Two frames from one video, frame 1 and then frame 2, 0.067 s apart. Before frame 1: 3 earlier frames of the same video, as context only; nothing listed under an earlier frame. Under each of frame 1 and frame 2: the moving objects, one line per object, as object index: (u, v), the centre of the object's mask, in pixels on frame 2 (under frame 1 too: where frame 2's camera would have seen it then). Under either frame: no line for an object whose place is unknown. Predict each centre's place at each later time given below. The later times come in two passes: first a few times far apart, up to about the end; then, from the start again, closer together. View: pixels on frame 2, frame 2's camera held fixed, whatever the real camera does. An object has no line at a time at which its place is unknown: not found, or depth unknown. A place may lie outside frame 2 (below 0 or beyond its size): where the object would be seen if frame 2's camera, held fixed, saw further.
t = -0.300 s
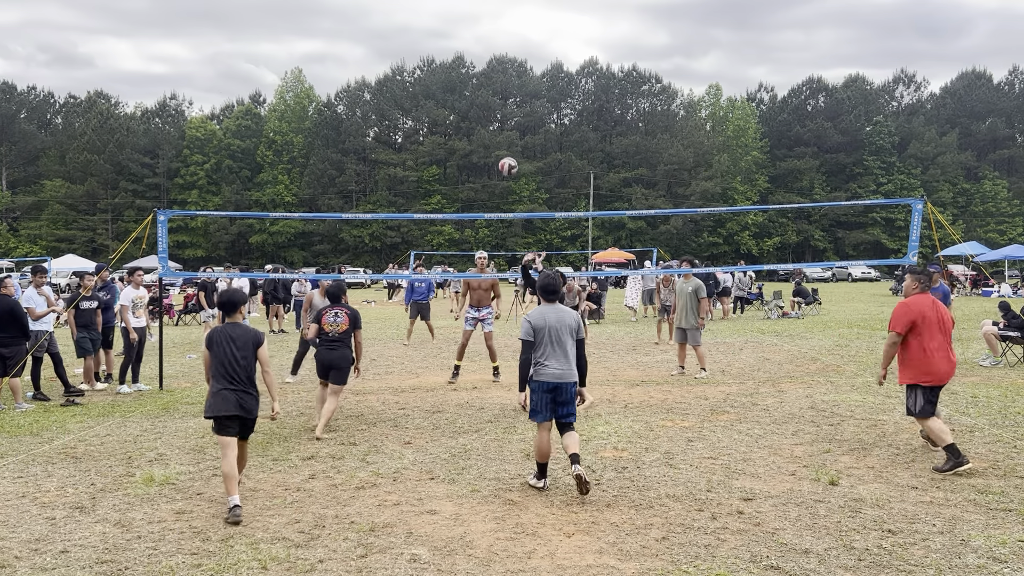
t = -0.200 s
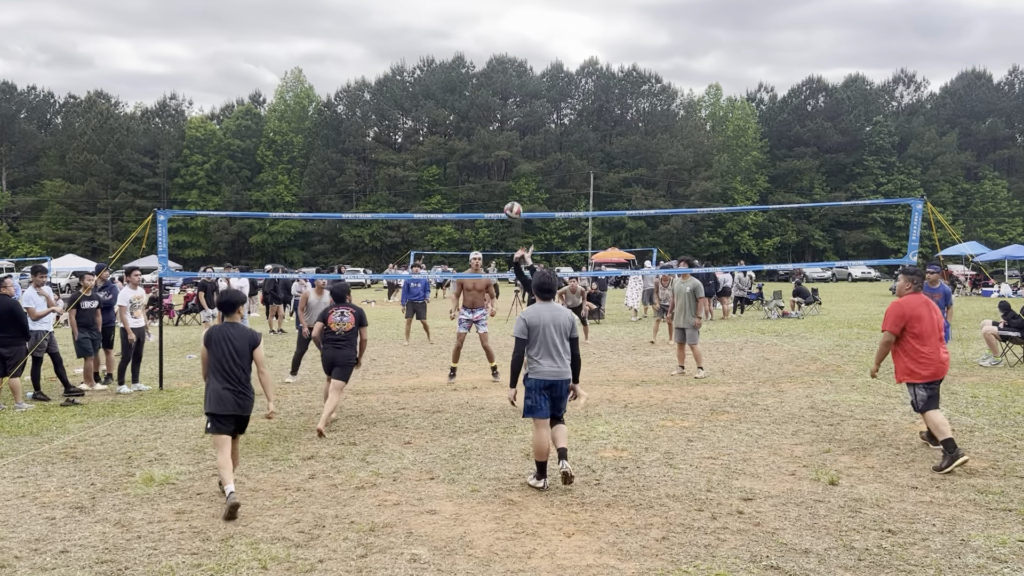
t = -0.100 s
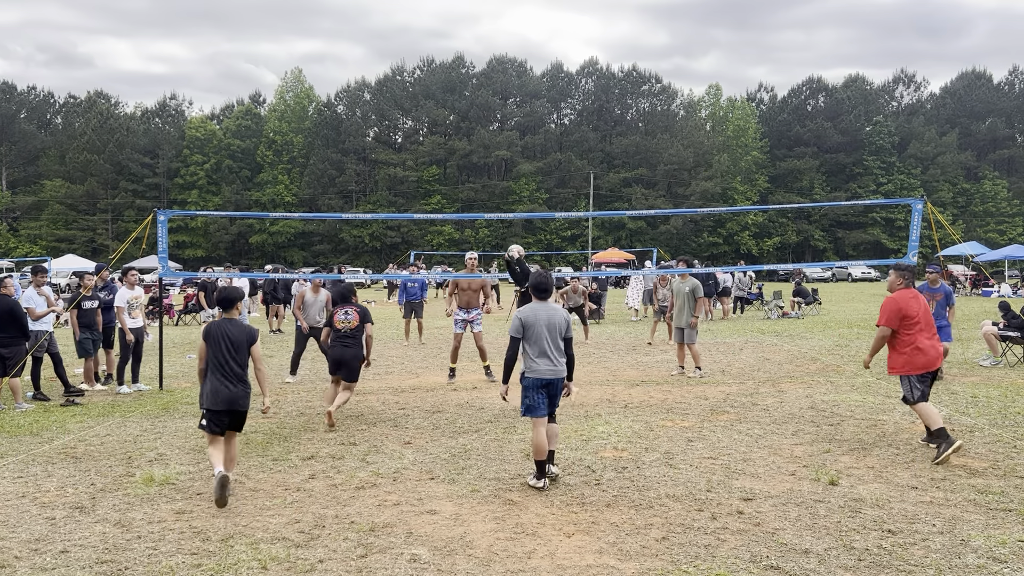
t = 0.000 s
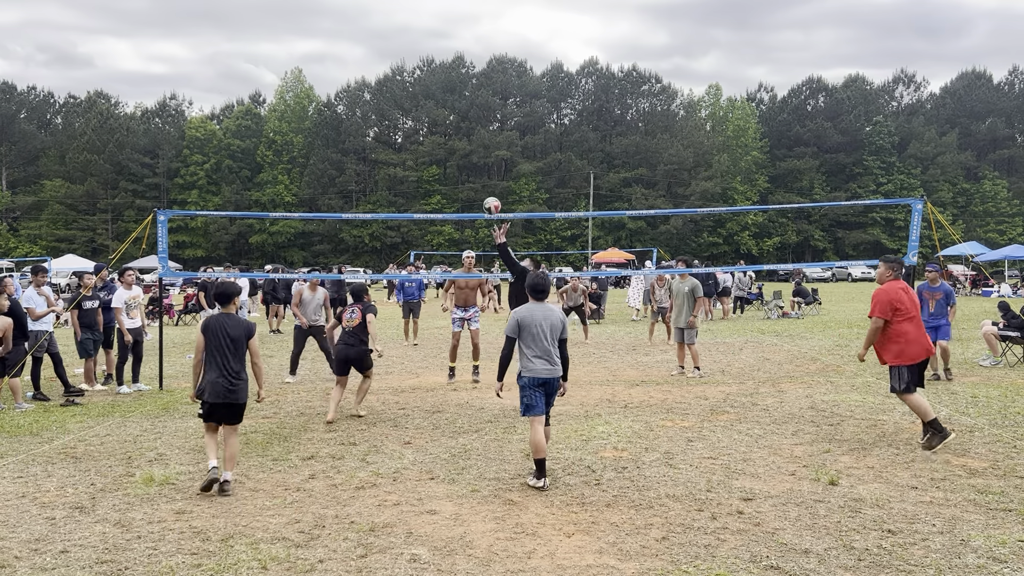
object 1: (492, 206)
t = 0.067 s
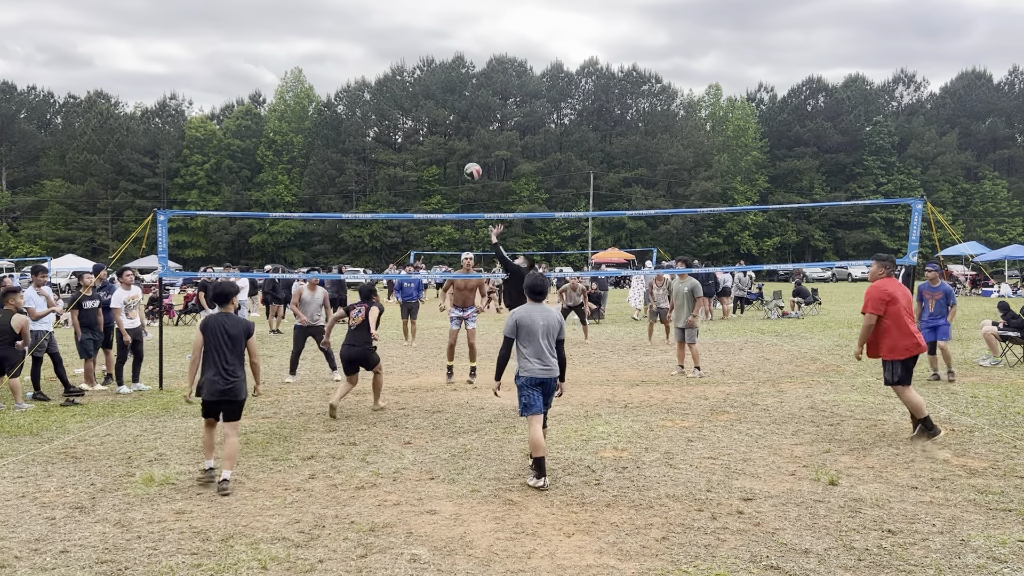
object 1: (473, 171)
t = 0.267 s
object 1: (415, 93)
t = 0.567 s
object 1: (330, 42)
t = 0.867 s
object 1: (249, 65)
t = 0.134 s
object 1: (453, 141)
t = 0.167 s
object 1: (444, 128)
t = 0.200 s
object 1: (434, 115)
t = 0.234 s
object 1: (424, 103)
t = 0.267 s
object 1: (415, 93)
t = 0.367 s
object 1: (386, 68)
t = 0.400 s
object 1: (377, 61)
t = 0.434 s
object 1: (367, 55)
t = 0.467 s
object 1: (358, 51)
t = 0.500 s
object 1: (349, 47)
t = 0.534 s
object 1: (340, 44)
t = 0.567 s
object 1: (330, 42)
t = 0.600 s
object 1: (321, 41)
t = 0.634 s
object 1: (312, 41)
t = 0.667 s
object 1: (303, 42)
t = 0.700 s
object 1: (293, 43)
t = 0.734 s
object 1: (285, 46)
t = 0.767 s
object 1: (275, 50)
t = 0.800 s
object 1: (266, 54)
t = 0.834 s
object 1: (257, 59)
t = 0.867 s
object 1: (249, 65)
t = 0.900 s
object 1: (240, 72)
